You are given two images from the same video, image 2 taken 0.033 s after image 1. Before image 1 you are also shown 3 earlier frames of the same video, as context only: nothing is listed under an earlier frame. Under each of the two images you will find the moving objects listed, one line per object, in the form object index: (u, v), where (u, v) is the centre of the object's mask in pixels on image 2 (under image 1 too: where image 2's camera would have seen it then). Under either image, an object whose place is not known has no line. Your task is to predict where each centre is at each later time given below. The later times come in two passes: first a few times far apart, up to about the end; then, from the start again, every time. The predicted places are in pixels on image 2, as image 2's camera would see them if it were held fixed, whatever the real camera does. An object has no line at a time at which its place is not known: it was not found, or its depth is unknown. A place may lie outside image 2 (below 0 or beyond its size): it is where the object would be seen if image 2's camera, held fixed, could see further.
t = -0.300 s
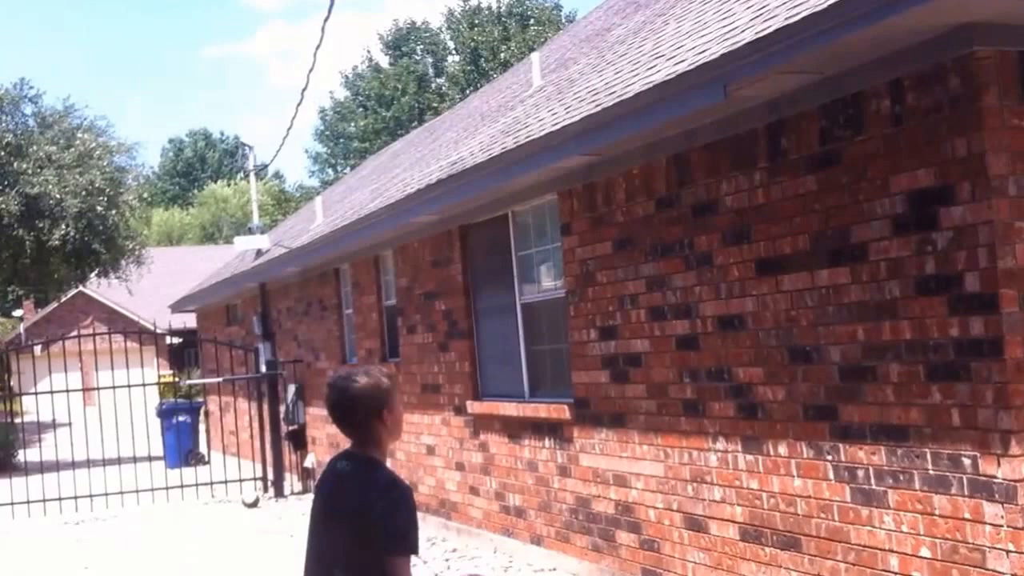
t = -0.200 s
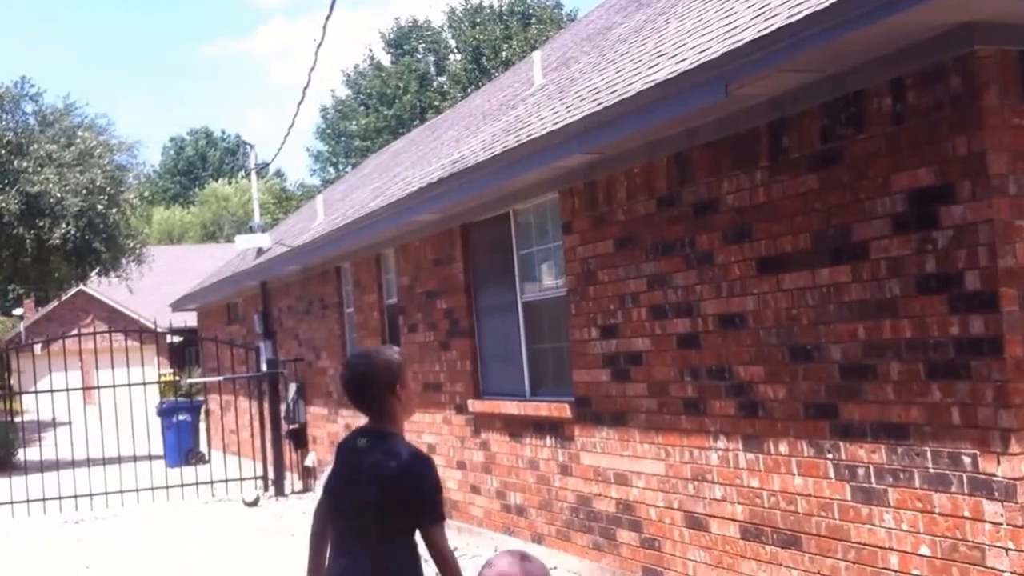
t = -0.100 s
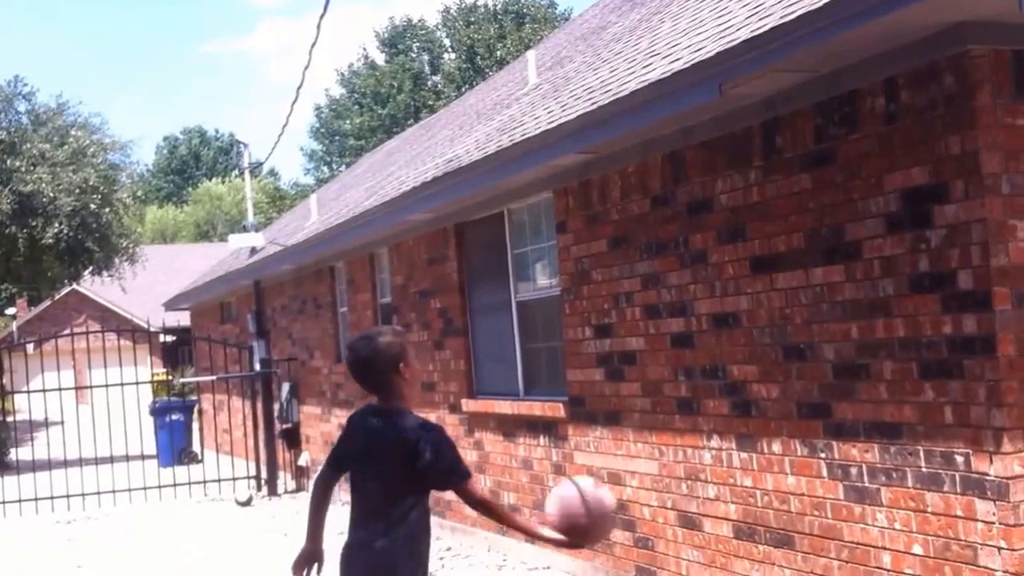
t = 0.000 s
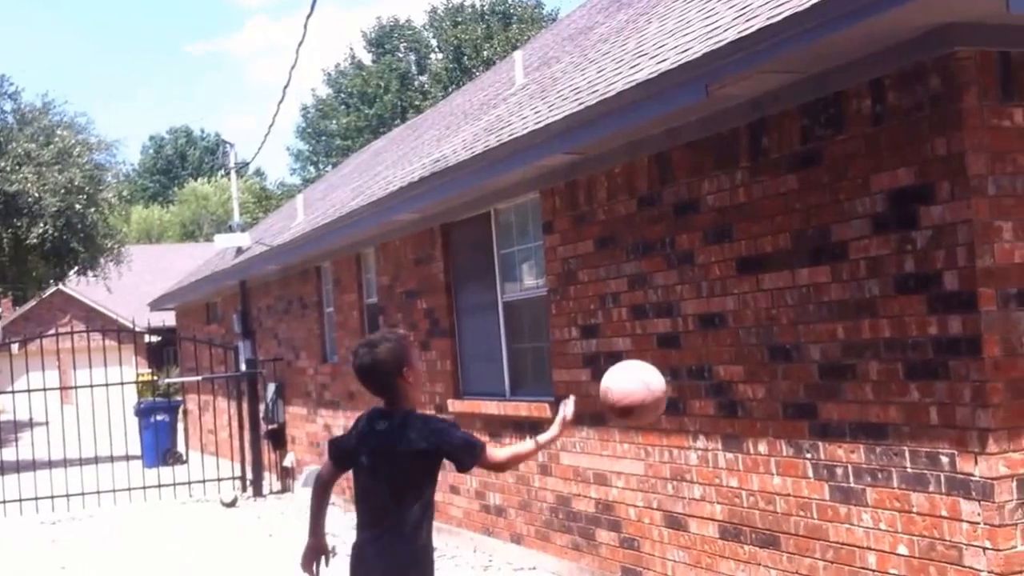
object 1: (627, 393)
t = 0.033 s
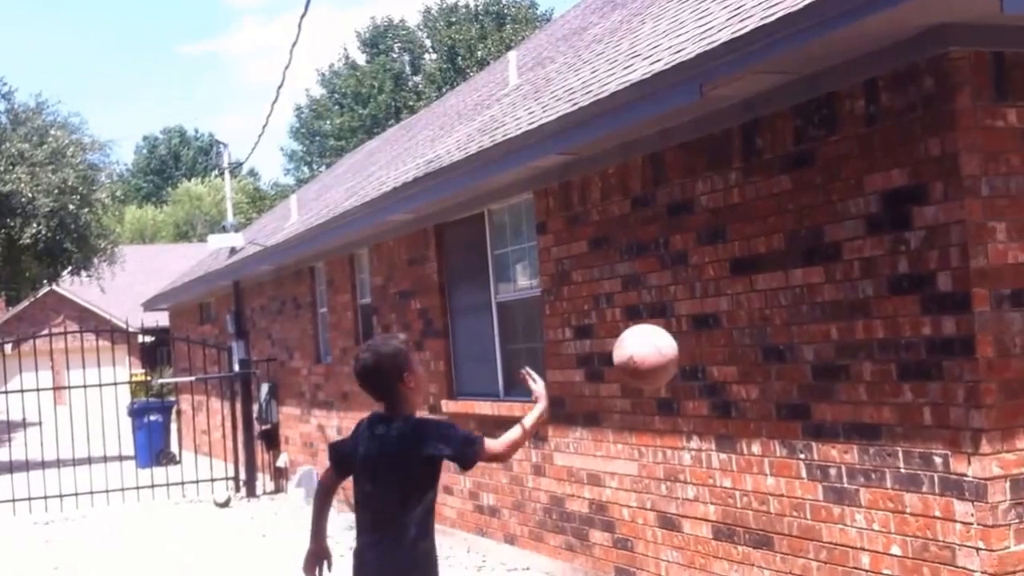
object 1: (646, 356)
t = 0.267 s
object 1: (764, 210)
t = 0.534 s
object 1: (613, 211)
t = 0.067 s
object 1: (664, 324)
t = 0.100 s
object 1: (681, 295)
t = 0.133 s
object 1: (699, 270)
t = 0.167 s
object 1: (716, 249)
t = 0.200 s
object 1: (732, 232)
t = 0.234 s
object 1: (749, 219)
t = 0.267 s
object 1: (764, 210)
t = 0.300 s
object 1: (780, 203)
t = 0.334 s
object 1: (760, 195)
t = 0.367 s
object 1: (733, 192)
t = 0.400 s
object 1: (709, 190)
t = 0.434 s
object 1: (685, 191)
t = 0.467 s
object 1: (661, 195)
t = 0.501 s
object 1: (637, 202)
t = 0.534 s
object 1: (613, 211)
